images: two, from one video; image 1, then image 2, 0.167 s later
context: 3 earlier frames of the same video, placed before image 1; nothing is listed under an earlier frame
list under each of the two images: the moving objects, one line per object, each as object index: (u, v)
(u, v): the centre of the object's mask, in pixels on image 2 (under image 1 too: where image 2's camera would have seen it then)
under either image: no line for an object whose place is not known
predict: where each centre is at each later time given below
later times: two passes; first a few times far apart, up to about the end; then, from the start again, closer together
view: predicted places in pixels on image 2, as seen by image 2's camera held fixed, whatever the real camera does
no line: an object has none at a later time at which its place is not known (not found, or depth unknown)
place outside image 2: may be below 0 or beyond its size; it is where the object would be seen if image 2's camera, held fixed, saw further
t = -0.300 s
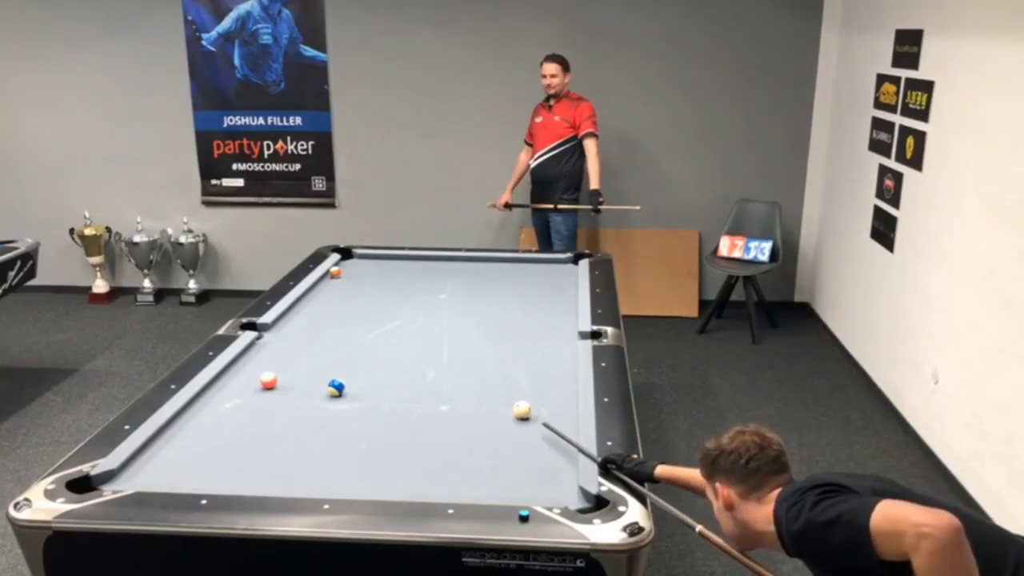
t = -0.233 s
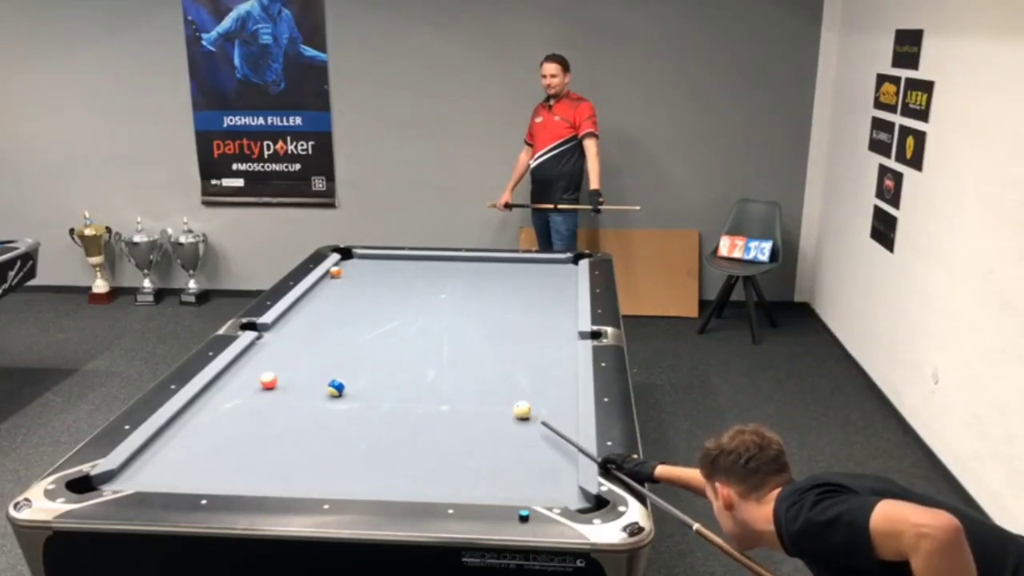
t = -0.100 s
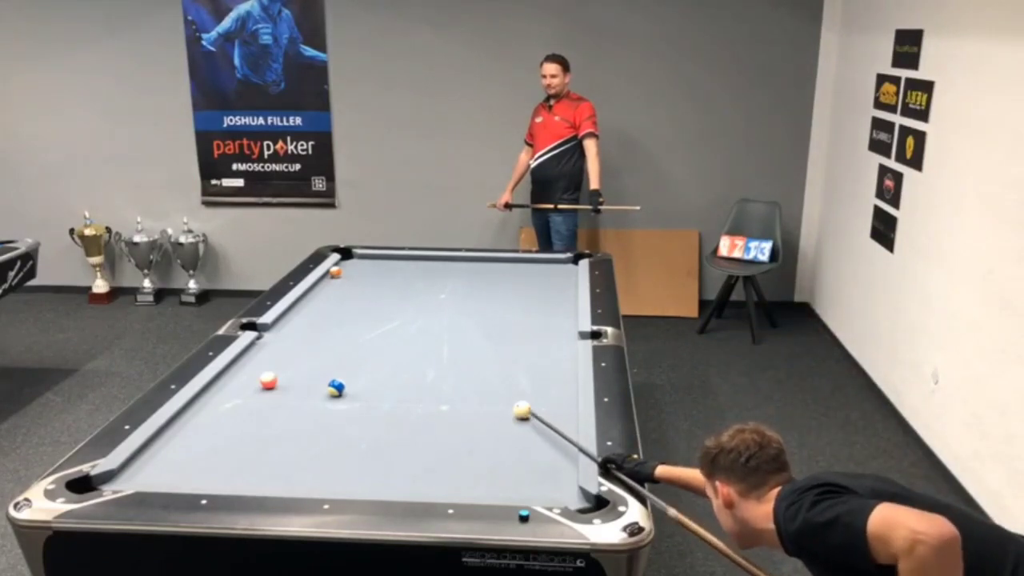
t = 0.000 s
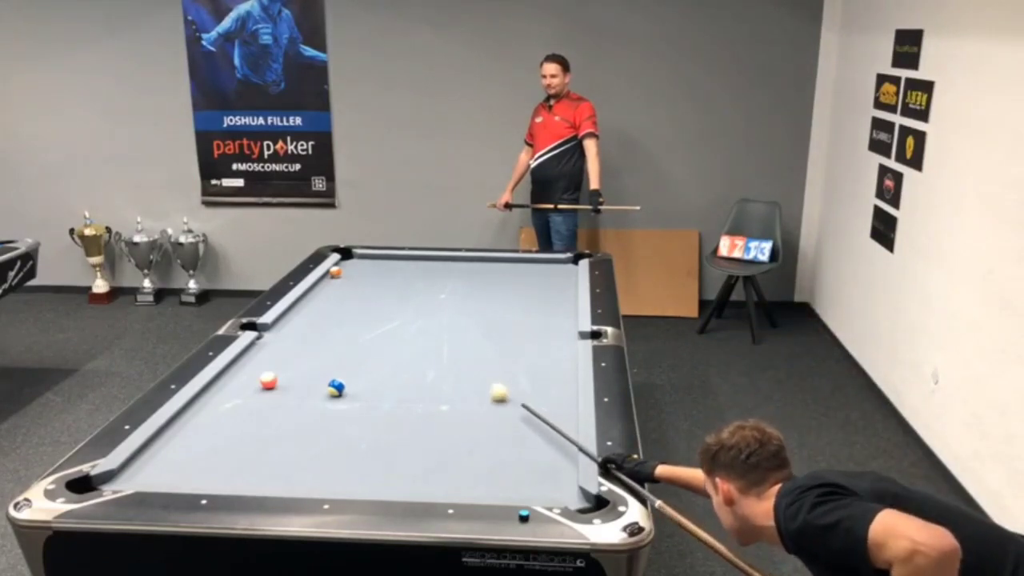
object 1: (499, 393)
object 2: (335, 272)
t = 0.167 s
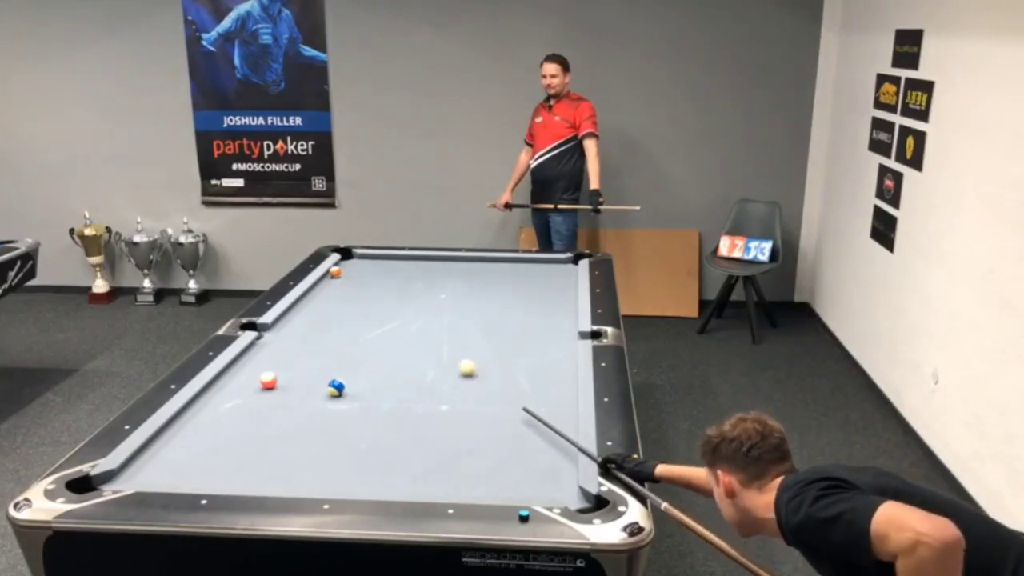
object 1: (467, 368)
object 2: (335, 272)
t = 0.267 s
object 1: (451, 355)
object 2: (335, 272)
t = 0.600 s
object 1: (404, 319)
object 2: (335, 271)
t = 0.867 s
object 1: (373, 296)
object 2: (335, 272)
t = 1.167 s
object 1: (345, 274)
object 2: (334, 272)
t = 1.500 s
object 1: (363, 259)
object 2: (364, 270)
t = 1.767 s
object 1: (368, 261)
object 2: (392, 268)
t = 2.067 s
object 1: (370, 267)
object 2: (418, 266)
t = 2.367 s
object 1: (373, 275)
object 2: (444, 264)
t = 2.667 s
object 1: (376, 282)
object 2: (468, 263)
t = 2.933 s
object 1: (378, 288)
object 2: (489, 261)
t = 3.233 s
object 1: (380, 295)
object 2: (509, 261)
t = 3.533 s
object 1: (383, 302)
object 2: (527, 260)
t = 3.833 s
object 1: (385, 308)
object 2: (540, 261)
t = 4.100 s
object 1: (387, 315)
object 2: (551, 262)
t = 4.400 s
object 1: (389, 321)
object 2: (562, 263)
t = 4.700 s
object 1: (391, 328)
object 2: (572, 264)
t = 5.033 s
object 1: (392, 335)
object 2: (567, 265)
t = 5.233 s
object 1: (394, 340)
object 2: (565, 265)
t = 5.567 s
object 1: (396, 346)
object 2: (561, 265)
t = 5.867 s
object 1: (397, 351)
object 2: (558, 265)
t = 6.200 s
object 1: (400, 357)
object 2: (557, 265)
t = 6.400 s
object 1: (401, 360)
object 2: (556, 266)
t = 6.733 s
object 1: (402, 364)
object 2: (556, 265)
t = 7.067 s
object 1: (404, 368)
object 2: (556, 266)
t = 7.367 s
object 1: (404, 371)
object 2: (556, 266)
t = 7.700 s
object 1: (406, 373)
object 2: (556, 266)
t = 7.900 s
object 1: (406, 374)
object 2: (557, 265)
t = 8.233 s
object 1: (407, 376)
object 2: (556, 266)
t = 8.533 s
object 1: (408, 376)
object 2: (556, 266)
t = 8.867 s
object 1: (408, 376)
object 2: (556, 266)
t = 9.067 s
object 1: (408, 376)
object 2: (556, 266)
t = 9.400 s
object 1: (408, 376)
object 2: (557, 265)
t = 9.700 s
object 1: (408, 376)
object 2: (557, 265)
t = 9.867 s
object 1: (408, 376)
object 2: (557, 265)
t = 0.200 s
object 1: (462, 363)
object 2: (335, 272)
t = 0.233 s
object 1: (457, 359)
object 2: (335, 272)
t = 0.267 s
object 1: (451, 355)
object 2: (335, 272)
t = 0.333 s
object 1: (440, 347)
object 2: (335, 272)
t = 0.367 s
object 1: (435, 343)
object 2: (335, 272)
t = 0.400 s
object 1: (431, 339)
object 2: (335, 272)
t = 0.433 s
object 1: (426, 336)
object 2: (335, 272)
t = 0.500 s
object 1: (417, 329)
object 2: (335, 272)
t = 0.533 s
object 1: (413, 325)
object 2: (335, 272)
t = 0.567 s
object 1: (409, 322)
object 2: (335, 272)
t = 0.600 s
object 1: (404, 319)
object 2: (335, 271)
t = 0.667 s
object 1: (396, 312)
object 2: (335, 272)
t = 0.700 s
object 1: (392, 309)
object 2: (335, 272)
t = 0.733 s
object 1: (389, 307)
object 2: (335, 272)
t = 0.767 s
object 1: (385, 303)
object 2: (335, 272)
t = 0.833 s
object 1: (377, 298)
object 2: (335, 272)
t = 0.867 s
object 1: (373, 296)
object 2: (335, 272)
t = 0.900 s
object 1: (370, 293)
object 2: (335, 272)
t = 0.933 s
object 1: (367, 291)
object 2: (335, 271)
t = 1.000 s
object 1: (360, 285)
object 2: (335, 271)
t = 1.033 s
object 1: (357, 283)
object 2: (335, 272)
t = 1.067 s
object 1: (354, 281)
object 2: (335, 272)
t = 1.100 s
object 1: (351, 278)
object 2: (335, 272)
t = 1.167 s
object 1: (345, 274)
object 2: (334, 272)
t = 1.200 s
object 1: (347, 272)
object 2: (332, 272)
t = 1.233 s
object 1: (350, 271)
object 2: (336, 271)
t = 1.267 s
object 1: (352, 269)
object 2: (340, 271)
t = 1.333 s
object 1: (356, 266)
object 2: (347, 271)
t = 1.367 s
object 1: (359, 264)
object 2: (350, 270)
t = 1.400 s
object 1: (360, 262)
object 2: (355, 270)
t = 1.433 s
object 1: (360, 261)
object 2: (359, 270)
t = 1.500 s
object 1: (363, 259)
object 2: (364, 270)
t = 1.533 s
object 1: (365, 258)
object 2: (368, 269)
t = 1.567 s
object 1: (366, 257)
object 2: (371, 269)
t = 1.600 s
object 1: (367, 257)
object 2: (375, 269)
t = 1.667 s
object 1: (368, 258)
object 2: (380, 269)
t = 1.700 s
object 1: (368, 259)
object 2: (384, 268)
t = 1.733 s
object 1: (368, 260)
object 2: (389, 268)
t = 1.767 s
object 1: (368, 261)
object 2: (392, 268)
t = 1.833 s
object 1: (369, 262)
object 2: (397, 267)
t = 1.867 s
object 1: (369, 263)
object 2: (400, 267)
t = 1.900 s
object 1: (369, 264)
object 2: (403, 267)
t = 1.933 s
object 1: (370, 264)
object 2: (407, 267)
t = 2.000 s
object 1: (370, 266)
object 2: (412, 267)
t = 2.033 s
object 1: (370, 267)
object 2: (415, 266)
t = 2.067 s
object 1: (370, 267)
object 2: (418, 266)
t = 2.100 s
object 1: (371, 268)
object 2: (422, 265)
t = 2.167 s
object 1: (372, 270)
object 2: (428, 265)
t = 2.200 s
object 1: (372, 270)
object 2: (430, 265)
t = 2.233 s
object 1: (372, 271)
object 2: (432, 265)
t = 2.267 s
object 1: (372, 272)
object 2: (435, 265)
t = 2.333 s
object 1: (373, 274)
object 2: (441, 265)
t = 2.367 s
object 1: (373, 275)
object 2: (444, 264)
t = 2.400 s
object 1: (373, 275)
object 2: (447, 264)
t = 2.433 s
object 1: (374, 276)
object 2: (449, 264)
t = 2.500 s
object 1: (374, 278)
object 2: (455, 264)
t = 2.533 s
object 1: (375, 278)
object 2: (458, 264)
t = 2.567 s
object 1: (375, 279)
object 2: (461, 263)
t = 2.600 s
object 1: (375, 280)
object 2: (463, 263)
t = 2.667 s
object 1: (376, 282)
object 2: (468, 263)
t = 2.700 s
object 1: (376, 282)
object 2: (471, 263)
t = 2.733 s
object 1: (376, 283)
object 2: (473, 263)
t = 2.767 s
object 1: (376, 284)
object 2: (475, 263)
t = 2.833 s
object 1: (377, 285)
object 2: (480, 262)
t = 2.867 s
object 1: (377, 286)
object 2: (483, 262)
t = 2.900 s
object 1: (378, 287)
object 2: (486, 262)
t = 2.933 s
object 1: (378, 288)
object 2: (489, 261)
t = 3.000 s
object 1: (378, 289)
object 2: (493, 261)
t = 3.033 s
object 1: (379, 290)
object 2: (495, 261)
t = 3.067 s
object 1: (379, 291)
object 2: (498, 261)
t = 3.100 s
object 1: (379, 292)
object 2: (500, 261)
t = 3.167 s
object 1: (380, 293)
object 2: (505, 261)
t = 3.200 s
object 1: (380, 294)
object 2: (507, 261)
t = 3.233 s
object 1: (380, 295)
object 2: (509, 261)
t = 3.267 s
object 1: (380, 295)
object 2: (512, 261)
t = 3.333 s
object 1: (381, 297)
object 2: (516, 260)
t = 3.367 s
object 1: (381, 298)
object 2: (518, 260)
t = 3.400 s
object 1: (382, 298)
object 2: (521, 260)
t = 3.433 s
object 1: (382, 300)
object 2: (523, 260)
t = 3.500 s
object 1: (382, 301)
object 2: (525, 260)
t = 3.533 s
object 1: (383, 302)
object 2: (527, 260)
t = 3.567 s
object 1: (383, 302)
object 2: (528, 260)
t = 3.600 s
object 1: (383, 303)
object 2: (530, 261)
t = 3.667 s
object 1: (383, 305)
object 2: (534, 260)
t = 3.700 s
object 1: (384, 306)
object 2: (535, 261)
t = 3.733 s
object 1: (384, 306)
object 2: (537, 261)
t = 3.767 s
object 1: (384, 307)
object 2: (537, 261)
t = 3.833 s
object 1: (385, 308)
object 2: (540, 261)
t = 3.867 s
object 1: (385, 309)
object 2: (541, 261)
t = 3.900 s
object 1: (385, 310)
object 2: (543, 261)
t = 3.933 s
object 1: (385, 311)
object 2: (544, 262)
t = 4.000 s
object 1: (385, 312)
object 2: (547, 262)
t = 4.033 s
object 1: (386, 313)
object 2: (549, 262)
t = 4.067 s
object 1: (387, 314)
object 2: (550, 262)
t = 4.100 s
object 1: (387, 315)
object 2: (551, 262)
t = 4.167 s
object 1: (387, 316)
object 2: (553, 263)
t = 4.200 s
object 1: (387, 317)
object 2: (555, 263)
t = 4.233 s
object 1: (388, 318)
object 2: (556, 263)
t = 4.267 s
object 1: (388, 318)
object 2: (557, 263)
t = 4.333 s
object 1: (388, 320)
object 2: (560, 263)
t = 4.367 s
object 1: (388, 321)
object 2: (561, 263)
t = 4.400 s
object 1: (389, 321)
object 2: (562, 263)
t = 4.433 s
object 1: (389, 323)
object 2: (564, 263)
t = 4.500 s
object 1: (389, 324)
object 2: (566, 264)
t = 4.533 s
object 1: (389, 324)
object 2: (567, 264)
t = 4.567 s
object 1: (390, 325)
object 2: (568, 264)
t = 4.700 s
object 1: (391, 328)
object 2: (572, 264)
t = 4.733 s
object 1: (391, 329)
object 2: (572, 264)
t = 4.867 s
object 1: (391, 331)
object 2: (570, 265)
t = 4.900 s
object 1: (392, 332)
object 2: (569, 265)
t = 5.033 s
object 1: (392, 335)
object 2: (567, 265)
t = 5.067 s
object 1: (392, 336)
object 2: (567, 265)
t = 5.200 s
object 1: (393, 339)
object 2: (565, 265)
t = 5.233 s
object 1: (394, 340)
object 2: (565, 265)
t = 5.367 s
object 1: (394, 342)
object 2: (563, 265)
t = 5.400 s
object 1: (395, 342)
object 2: (562, 265)
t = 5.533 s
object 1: (395, 345)
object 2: (561, 265)
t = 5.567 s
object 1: (396, 346)
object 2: (561, 265)
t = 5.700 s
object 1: (396, 348)
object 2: (559, 266)
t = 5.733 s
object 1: (396, 349)
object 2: (559, 265)
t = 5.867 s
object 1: (397, 351)
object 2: (558, 265)
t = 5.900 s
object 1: (398, 351)
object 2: (558, 265)
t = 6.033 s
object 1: (399, 354)
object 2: (558, 265)
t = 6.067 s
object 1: (399, 354)
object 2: (557, 266)
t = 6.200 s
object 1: (400, 357)
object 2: (557, 265)
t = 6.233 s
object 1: (400, 358)
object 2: (557, 266)
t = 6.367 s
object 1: (401, 359)
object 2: (556, 266)
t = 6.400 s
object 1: (401, 360)
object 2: (556, 266)
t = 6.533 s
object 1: (402, 362)
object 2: (556, 265)
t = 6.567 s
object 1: (402, 362)
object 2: (556, 266)
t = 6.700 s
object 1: (402, 364)
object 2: (556, 266)
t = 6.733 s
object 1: (402, 364)
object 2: (556, 265)
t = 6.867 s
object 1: (403, 365)
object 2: (556, 266)
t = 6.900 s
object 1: (403, 366)
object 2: (556, 266)
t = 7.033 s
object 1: (404, 367)
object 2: (556, 266)
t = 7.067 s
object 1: (404, 368)
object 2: (556, 266)
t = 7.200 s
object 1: (404, 369)
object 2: (556, 266)
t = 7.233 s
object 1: (404, 370)
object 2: (556, 266)
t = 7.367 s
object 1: (404, 371)
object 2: (556, 266)
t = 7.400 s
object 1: (405, 371)
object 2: (557, 265)
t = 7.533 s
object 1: (405, 372)
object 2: (556, 266)
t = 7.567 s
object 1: (405, 372)
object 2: (557, 266)
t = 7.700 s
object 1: (406, 373)
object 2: (556, 266)
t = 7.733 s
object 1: (406, 374)
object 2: (556, 266)
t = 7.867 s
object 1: (406, 374)
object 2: (556, 266)
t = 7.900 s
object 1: (406, 374)
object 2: (557, 265)
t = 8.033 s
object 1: (407, 375)
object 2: (556, 266)
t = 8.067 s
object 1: (407, 375)
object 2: (556, 266)
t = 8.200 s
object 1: (407, 376)
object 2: (556, 266)
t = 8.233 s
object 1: (407, 376)
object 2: (556, 266)
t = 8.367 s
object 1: (408, 376)
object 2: (557, 265)
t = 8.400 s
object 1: (408, 376)
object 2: (556, 266)
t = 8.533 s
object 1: (408, 376)
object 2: (556, 266)
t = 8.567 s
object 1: (408, 376)
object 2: (556, 266)
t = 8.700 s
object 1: (408, 376)
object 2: (556, 266)
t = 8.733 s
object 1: (408, 376)
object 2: (556, 266)
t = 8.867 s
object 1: (408, 376)
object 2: (556, 266)
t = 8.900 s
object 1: (408, 376)
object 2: (556, 266)
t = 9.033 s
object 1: (408, 376)
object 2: (556, 266)
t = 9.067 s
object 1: (408, 376)
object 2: (556, 266)
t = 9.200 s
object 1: (408, 376)
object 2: (556, 266)
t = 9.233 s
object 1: (408, 376)
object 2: (556, 266)
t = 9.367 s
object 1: (408, 376)
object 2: (556, 266)
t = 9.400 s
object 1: (408, 376)
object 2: (557, 265)
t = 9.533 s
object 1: (408, 376)
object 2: (556, 266)
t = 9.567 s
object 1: (408, 376)
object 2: (557, 265)
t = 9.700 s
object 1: (408, 376)
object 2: (557, 265)
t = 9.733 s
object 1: (408, 376)
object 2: (557, 265)
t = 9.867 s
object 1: (408, 376)
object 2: (557, 265)
